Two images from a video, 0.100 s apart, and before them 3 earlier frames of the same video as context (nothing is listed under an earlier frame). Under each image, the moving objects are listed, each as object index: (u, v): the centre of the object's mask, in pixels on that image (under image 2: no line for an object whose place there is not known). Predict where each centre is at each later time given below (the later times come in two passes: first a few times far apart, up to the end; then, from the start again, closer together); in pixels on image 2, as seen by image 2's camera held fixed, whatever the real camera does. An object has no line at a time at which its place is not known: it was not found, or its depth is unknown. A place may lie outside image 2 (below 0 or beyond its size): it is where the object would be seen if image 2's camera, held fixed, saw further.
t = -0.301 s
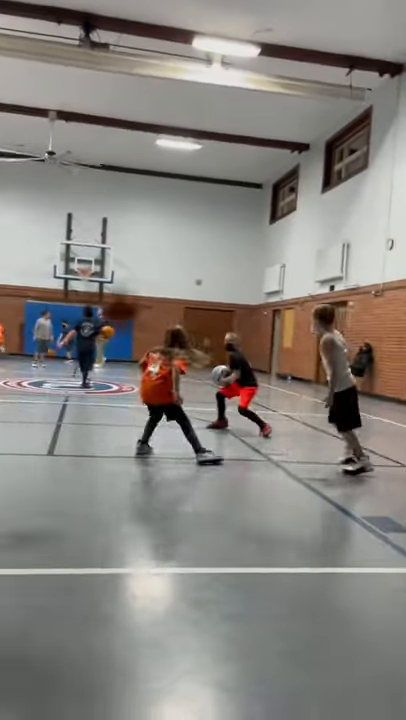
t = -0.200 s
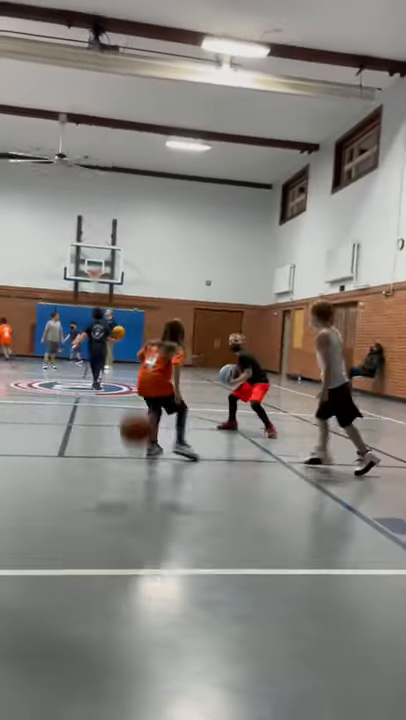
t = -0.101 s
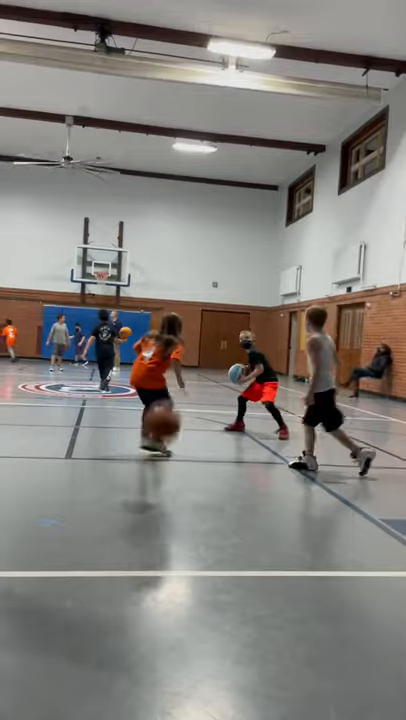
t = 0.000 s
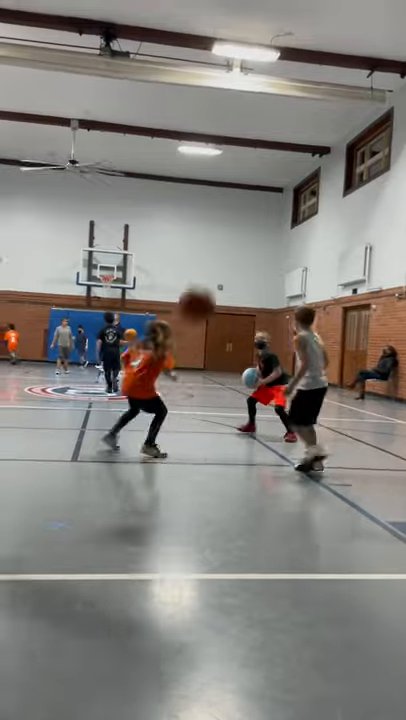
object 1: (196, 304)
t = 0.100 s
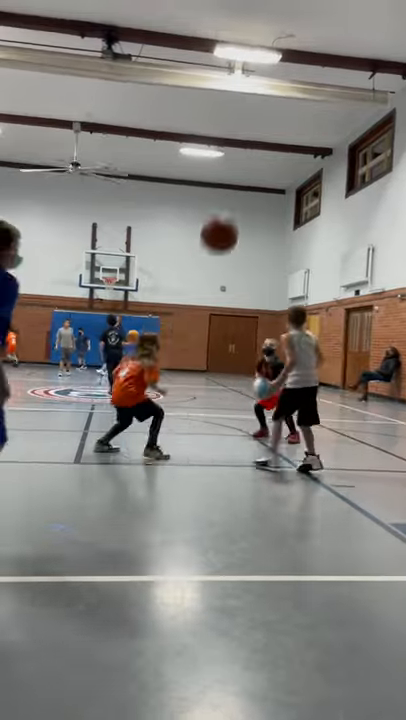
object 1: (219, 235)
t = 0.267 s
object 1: (248, 150)
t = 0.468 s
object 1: (279, 110)
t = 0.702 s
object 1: (309, 142)
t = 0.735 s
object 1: (313, 153)
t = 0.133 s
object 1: (226, 215)
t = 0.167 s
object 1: (231, 196)
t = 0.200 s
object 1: (237, 178)
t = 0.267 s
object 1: (248, 150)
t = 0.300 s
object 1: (254, 139)
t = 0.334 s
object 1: (259, 129)
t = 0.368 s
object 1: (264, 122)
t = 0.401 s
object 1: (269, 116)
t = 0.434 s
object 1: (274, 112)
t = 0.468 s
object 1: (279, 110)
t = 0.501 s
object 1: (284, 110)
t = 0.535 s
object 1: (288, 111)
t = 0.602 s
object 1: (297, 118)
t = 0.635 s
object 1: (301, 124)
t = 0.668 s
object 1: (305, 132)
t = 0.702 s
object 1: (309, 142)
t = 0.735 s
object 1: (313, 153)
